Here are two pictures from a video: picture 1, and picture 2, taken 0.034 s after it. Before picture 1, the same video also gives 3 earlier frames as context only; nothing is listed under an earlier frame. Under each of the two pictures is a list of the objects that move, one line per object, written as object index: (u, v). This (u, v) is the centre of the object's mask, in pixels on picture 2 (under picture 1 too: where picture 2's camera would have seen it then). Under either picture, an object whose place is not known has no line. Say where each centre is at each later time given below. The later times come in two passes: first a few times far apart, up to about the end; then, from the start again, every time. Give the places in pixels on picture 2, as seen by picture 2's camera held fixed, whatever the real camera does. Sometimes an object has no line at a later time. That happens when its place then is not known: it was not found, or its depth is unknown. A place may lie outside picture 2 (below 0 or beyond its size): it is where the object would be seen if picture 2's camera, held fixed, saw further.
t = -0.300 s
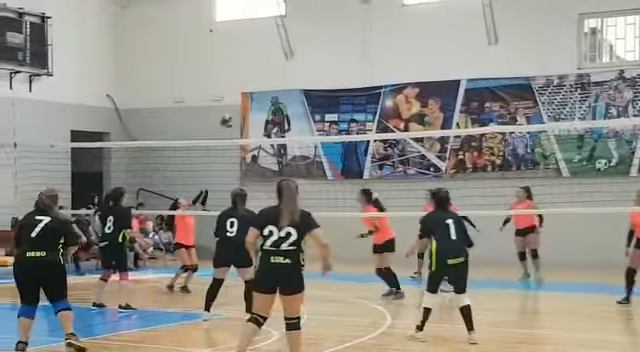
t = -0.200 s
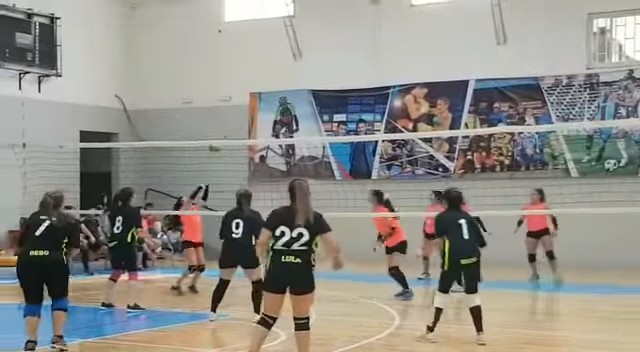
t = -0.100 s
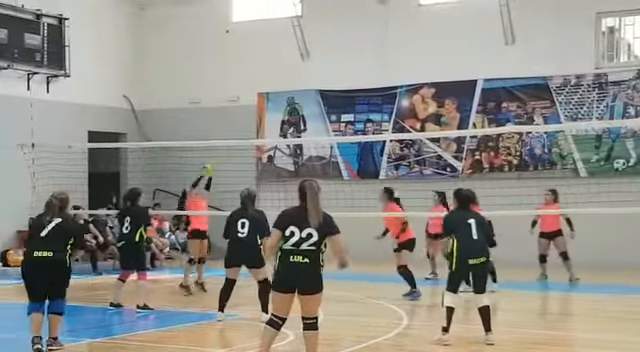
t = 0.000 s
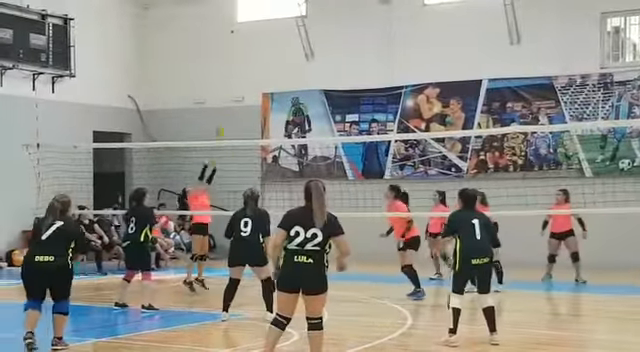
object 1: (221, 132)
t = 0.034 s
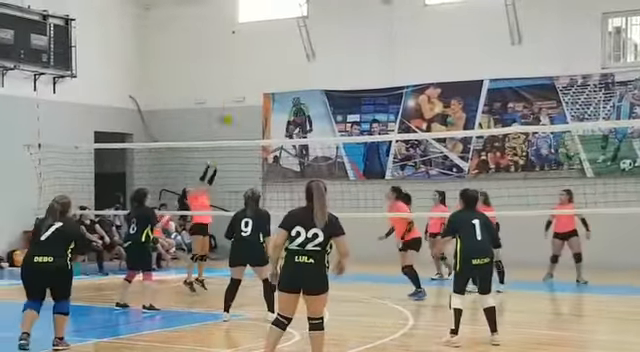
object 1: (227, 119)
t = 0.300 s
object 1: (254, 39)
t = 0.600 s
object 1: (289, 5)
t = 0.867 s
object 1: (320, 31)
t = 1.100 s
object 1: (351, 99)
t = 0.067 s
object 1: (230, 105)
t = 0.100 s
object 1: (233, 94)
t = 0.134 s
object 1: (237, 83)
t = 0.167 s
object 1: (240, 73)
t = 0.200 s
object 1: (244, 63)
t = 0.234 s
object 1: (247, 55)
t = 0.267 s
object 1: (251, 46)
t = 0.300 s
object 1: (254, 39)
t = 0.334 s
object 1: (258, 33)
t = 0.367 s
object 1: (262, 28)
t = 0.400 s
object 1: (266, 22)
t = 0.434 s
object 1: (270, 17)
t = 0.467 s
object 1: (274, 13)
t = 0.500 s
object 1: (277, 9)
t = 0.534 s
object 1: (281, 7)
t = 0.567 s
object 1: (285, 5)
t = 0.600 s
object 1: (289, 5)
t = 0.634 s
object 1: (293, 5)
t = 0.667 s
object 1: (297, 7)
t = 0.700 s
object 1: (301, 9)
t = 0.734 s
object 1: (305, 11)
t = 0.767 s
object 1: (308, 15)
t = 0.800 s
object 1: (312, 20)
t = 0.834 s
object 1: (316, 25)
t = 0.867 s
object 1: (320, 31)
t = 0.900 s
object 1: (324, 38)
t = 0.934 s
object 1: (328, 46)
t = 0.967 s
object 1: (333, 54)
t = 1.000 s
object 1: (337, 64)
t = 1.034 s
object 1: (341, 74)
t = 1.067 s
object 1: (346, 86)
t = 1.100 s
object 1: (351, 99)
